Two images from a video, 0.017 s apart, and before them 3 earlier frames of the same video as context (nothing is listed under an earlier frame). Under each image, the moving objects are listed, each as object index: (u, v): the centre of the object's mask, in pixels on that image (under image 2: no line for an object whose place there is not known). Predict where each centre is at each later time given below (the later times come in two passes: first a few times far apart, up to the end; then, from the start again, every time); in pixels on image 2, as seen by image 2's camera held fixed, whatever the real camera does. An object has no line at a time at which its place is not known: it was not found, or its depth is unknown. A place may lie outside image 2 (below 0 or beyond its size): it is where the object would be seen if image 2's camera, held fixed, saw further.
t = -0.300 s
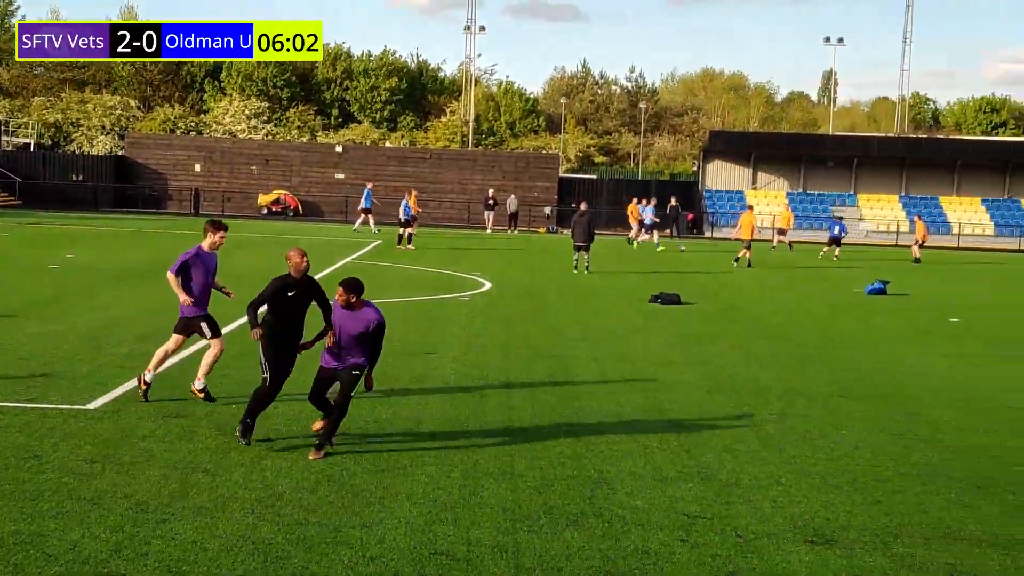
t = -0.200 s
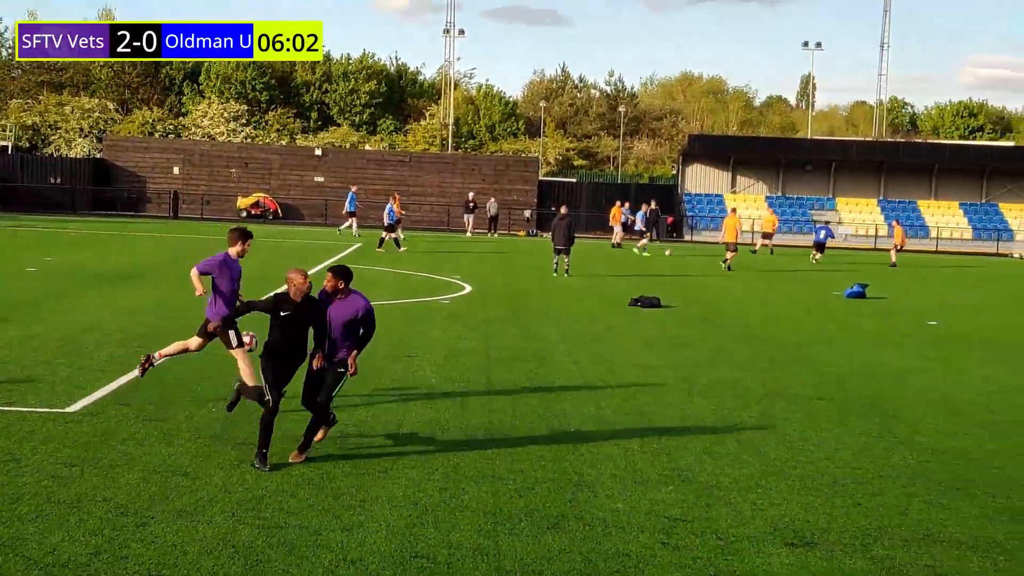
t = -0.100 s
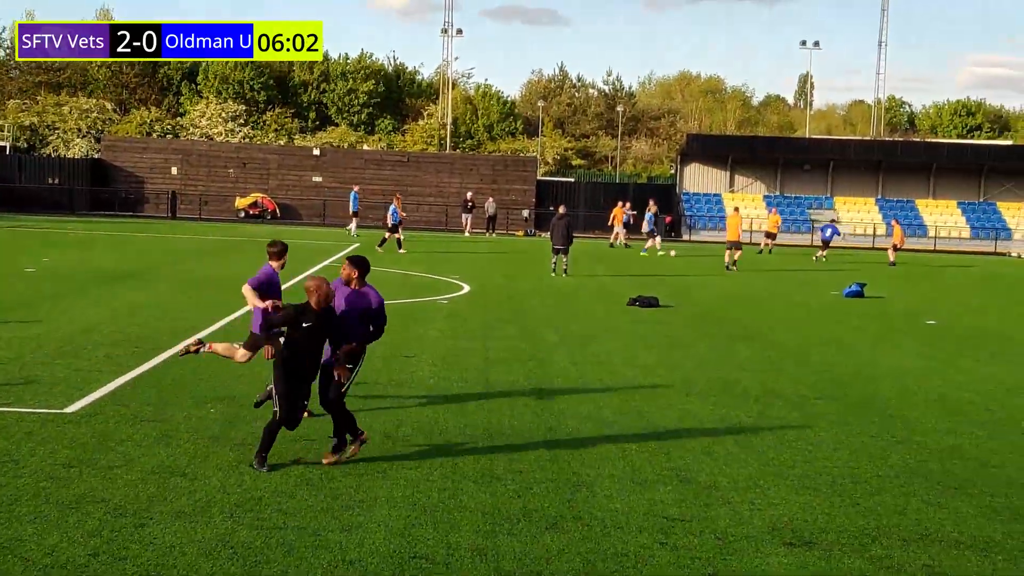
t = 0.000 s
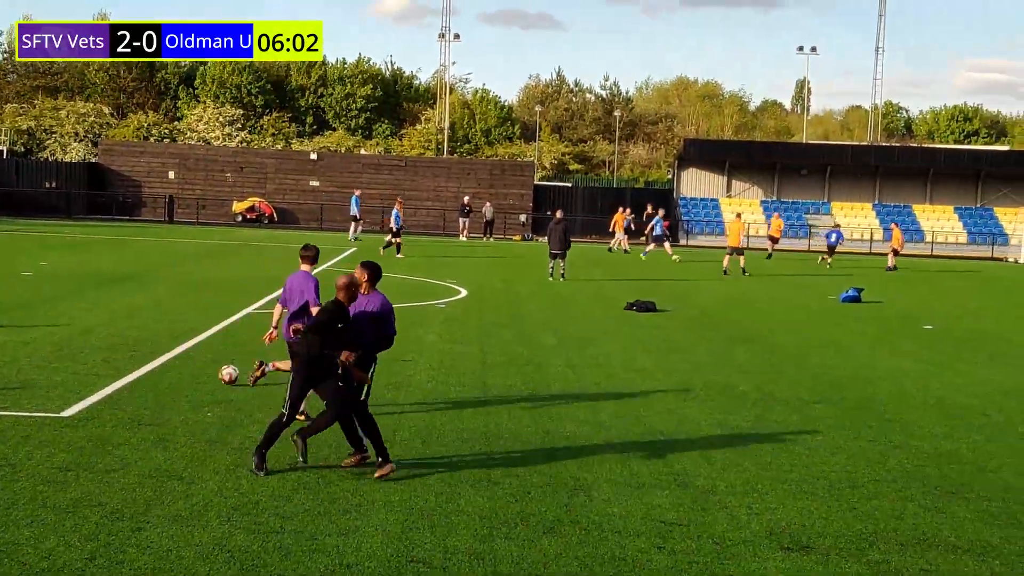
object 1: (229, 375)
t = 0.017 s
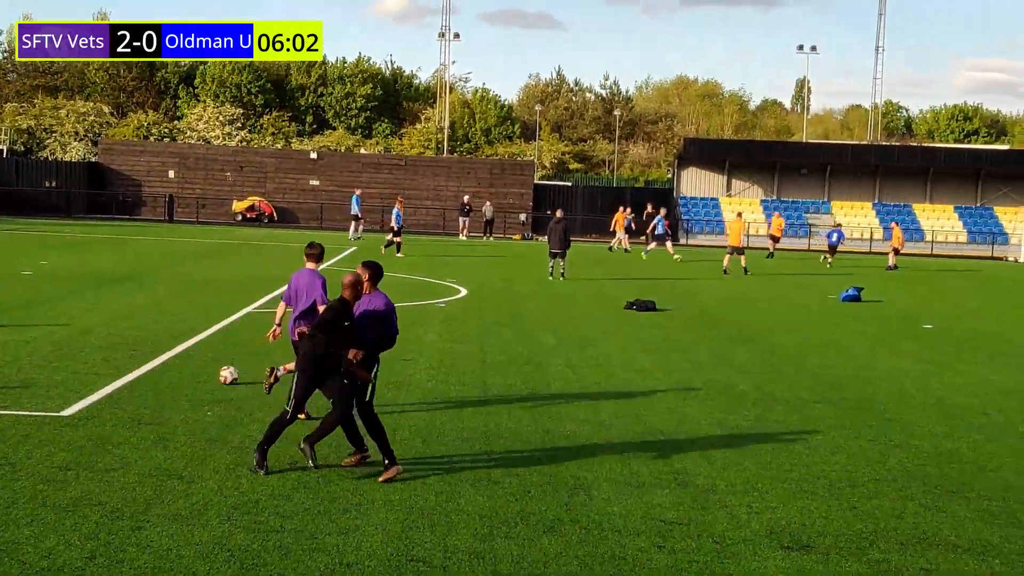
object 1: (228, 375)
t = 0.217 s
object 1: (234, 346)
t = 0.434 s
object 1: (239, 353)
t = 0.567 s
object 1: (242, 354)
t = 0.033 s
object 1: (229, 372)
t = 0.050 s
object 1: (229, 368)
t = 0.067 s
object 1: (230, 365)
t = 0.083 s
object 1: (230, 362)
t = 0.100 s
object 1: (230, 359)
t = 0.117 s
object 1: (231, 357)
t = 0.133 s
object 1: (231, 354)
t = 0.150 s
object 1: (232, 352)
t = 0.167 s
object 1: (232, 350)
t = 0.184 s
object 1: (232, 349)
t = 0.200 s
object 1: (233, 347)
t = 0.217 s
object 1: (234, 346)
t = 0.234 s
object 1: (234, 345)
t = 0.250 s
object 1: (235, 344)
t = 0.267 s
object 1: (235, 344)
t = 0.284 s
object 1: (236, 344)
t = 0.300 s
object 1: (235, 344)
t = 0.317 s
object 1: (236, 344)
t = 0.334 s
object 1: (236, 345)
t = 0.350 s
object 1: (237, 345)
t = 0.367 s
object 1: (237, 346)
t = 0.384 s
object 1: (237, 347)
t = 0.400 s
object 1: (238, 349)
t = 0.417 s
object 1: (238, 351)
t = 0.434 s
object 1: (239, 353)
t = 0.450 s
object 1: (239, 355)
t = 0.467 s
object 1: (239, 357)
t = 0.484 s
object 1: (240, 360)
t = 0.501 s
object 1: (240, 362)
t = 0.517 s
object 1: (241, 359)
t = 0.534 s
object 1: (242, 357)
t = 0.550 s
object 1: (242, 355)
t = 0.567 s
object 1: (242, 354)
